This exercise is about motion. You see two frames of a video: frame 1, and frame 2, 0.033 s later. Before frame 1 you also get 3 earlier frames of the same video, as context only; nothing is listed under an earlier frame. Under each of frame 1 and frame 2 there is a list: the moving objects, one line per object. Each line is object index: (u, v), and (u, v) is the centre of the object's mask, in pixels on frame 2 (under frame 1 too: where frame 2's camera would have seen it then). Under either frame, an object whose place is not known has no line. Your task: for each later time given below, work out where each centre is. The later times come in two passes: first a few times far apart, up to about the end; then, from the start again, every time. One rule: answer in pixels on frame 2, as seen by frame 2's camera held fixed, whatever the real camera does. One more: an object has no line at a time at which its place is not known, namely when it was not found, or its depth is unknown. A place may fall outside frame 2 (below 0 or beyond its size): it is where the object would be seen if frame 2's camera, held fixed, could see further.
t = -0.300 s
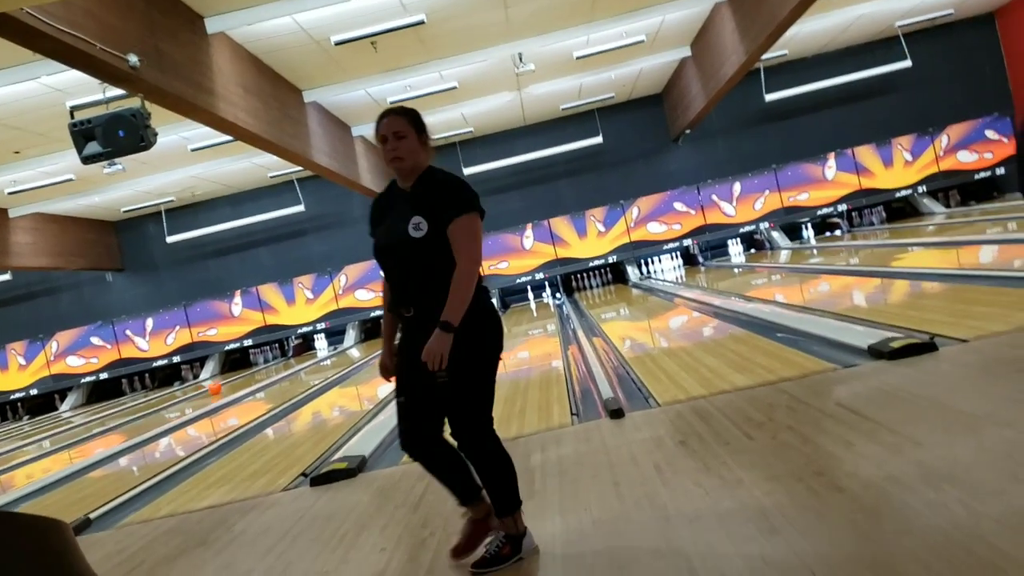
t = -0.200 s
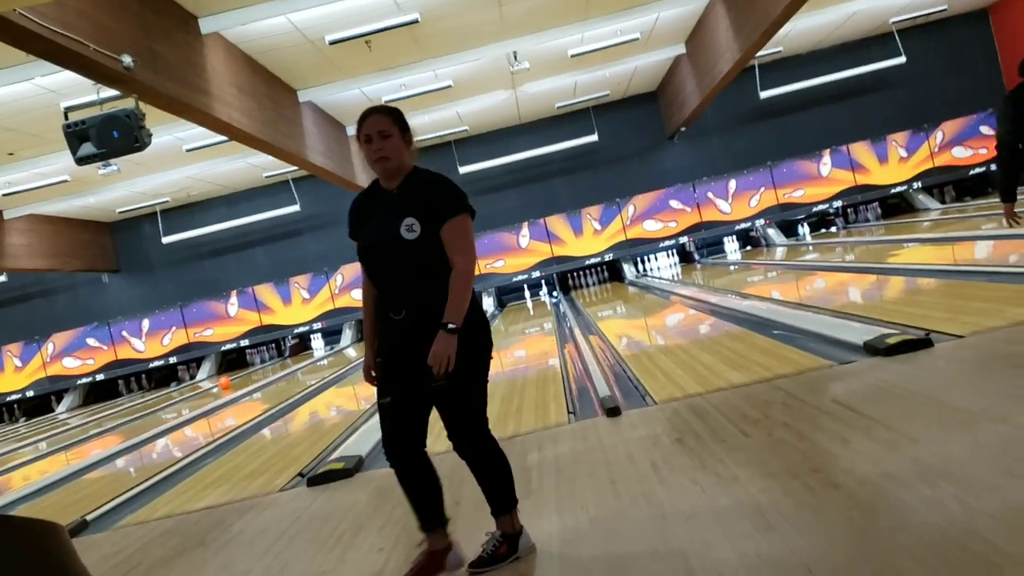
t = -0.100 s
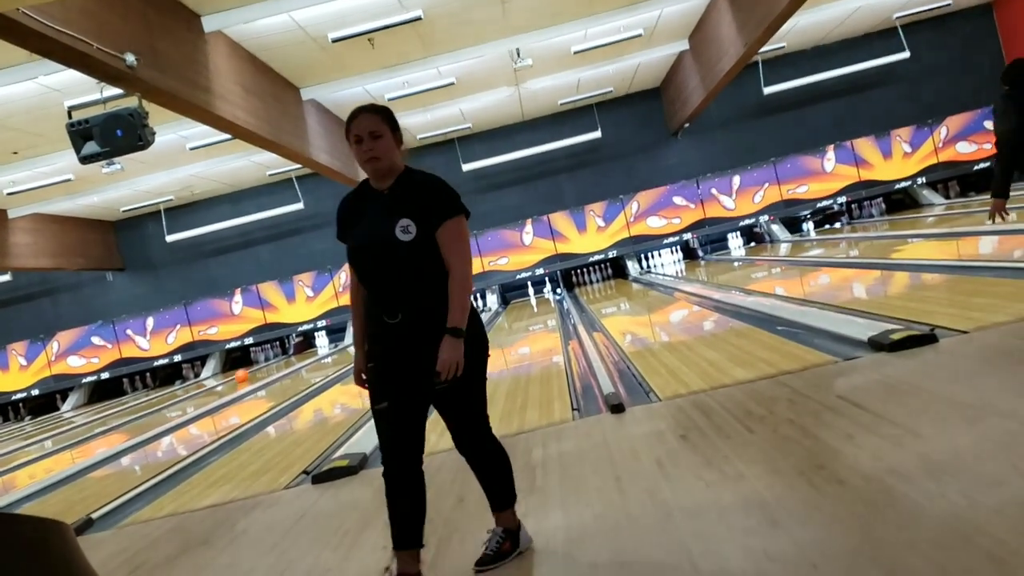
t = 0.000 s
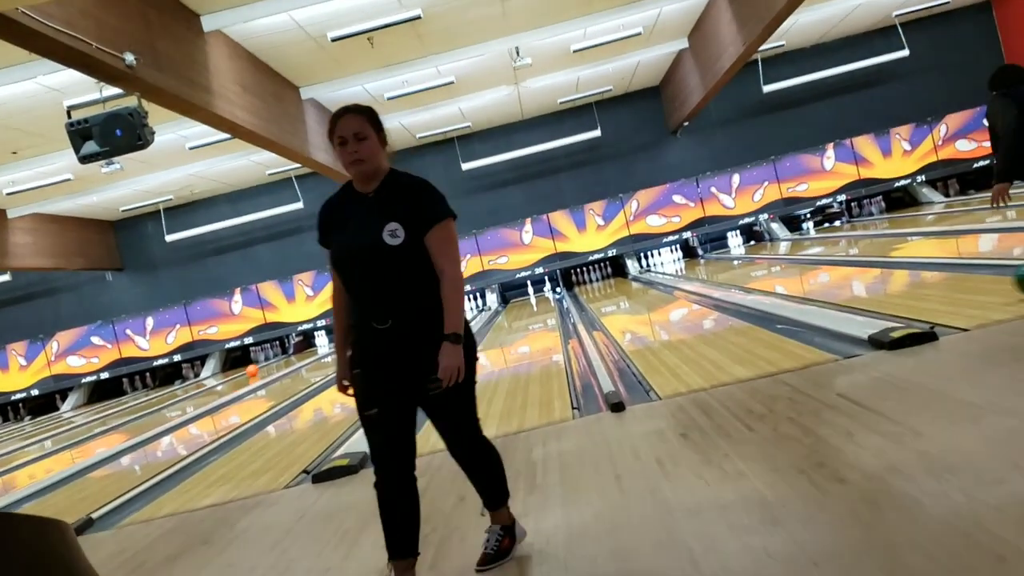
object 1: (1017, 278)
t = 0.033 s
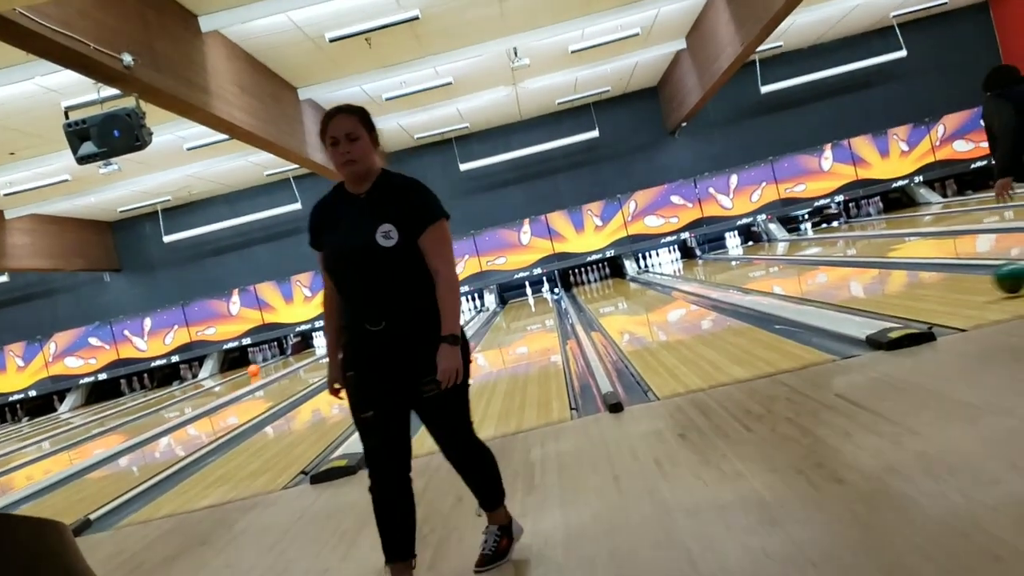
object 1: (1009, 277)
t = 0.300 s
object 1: (900, 273)
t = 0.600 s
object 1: (824, 269)
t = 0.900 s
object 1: (775, 266)
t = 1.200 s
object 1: (740, 264)
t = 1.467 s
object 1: (717, 263)
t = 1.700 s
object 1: (702, 261)
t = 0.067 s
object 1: (994, 279)
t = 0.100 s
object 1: (979, 279)
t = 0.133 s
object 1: (963, 278)
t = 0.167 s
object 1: (949, 277)
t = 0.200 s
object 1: (936, 276)
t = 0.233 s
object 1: (923, 275)
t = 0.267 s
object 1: (911, 274)
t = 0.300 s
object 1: (900, 273)
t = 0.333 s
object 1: (890, 272)
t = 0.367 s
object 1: (880, 272)
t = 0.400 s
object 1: (871, 271)
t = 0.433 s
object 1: (862, 271)
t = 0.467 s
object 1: (854, 270)
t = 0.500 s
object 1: (846, 270)
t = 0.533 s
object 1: (838, 270)
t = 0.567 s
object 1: (831, 269)
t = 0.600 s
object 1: (824, 269)
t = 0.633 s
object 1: (818, 269)
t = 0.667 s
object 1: (811, 268)
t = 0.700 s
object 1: (806, 268)
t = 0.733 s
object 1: (800, 268)
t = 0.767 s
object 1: (795, 268)
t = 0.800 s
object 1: (789, 268)
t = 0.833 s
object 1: (784, 266)
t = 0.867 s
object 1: (780, 266)
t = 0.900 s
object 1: (775, 266)
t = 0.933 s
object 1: (770, 266)
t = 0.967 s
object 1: (766, 266)
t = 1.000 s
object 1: (762, 266)
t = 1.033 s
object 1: (758, 266)
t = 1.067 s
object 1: (754, 265)
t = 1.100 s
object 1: (750, 265)
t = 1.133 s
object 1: (747, 264)
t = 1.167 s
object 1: (744, 264)
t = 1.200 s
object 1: (740, 264)
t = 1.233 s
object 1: (737, 264)
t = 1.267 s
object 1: (734, 264)
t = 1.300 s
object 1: (731, 265)
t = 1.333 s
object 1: (728, 265)
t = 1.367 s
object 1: (725, 264)
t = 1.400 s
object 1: (722, 263)
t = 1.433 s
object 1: (720, 263)
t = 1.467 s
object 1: (717, 263)
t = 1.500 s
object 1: (715, 263)
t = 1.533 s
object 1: (712, 263)
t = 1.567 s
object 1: (710, 263)
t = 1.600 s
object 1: (707, 263)
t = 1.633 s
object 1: (705, 262)
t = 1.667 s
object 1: (703, 261)
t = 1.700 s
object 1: (702, 261)
